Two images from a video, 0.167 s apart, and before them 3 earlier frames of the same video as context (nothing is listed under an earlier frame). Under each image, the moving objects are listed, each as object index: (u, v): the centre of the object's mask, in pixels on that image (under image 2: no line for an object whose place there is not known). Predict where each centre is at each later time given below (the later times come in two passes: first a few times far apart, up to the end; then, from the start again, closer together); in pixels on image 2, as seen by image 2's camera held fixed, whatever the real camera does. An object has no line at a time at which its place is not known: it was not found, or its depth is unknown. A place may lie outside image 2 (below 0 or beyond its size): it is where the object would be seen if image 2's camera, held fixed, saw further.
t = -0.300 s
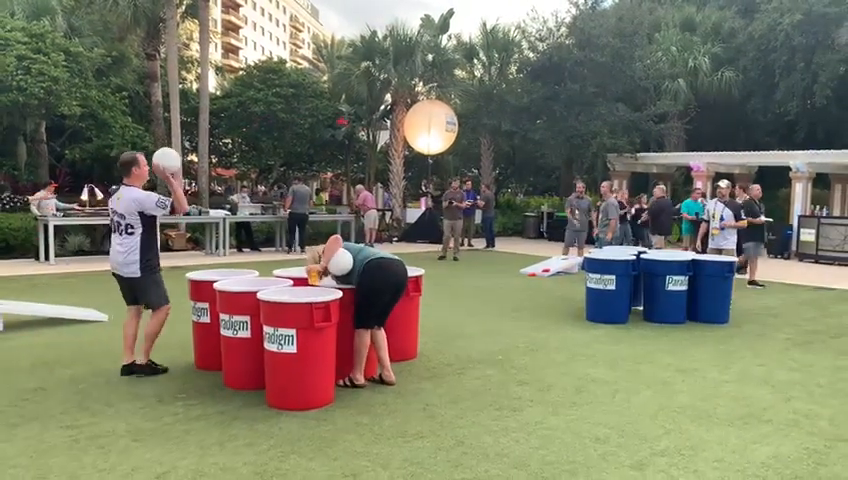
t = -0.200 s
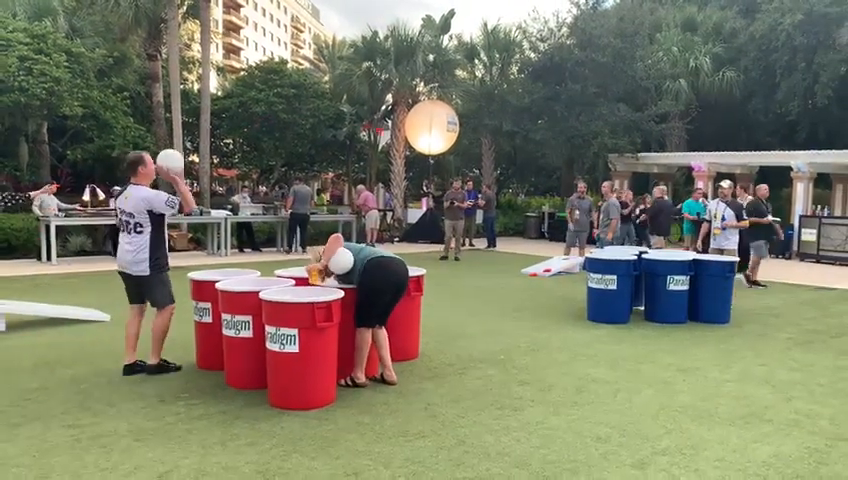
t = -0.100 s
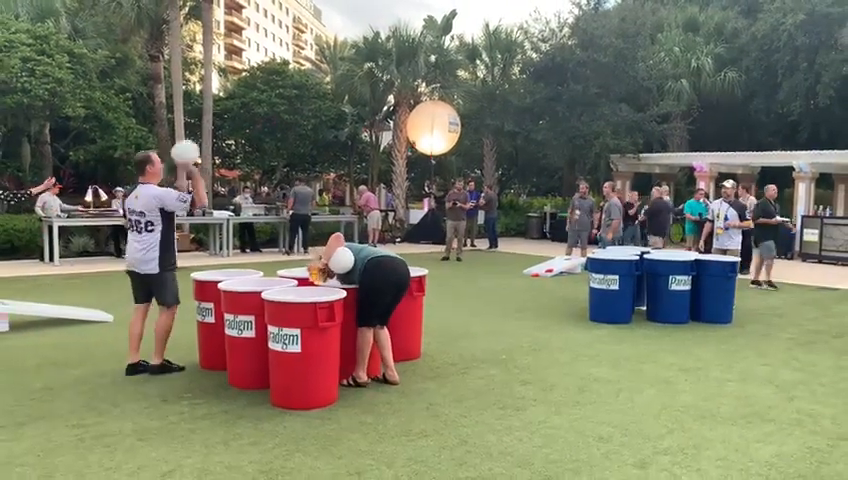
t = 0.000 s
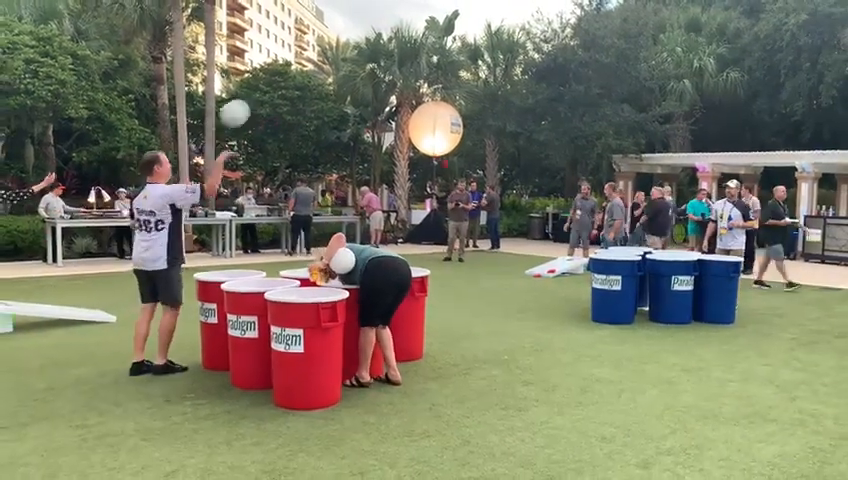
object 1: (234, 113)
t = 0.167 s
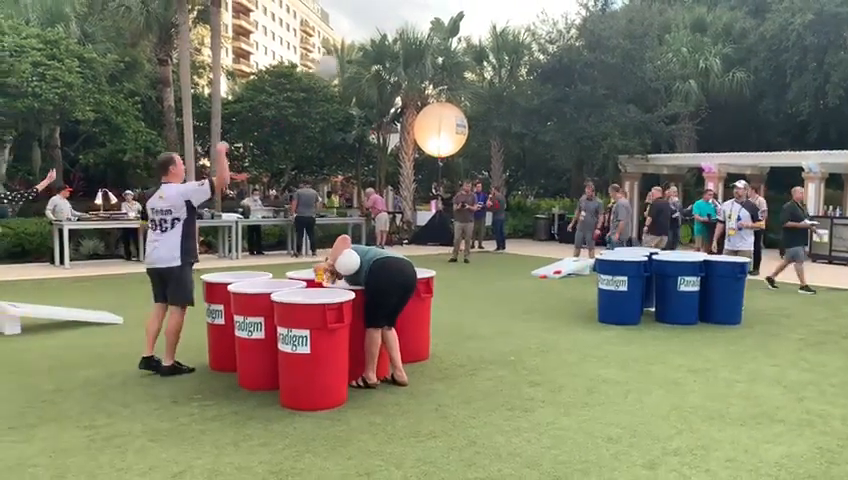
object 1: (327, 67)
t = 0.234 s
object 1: (358, 57)
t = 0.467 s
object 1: (451, 60)
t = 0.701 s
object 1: (531, 111)
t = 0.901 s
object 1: (588, 183)
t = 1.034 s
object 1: (621, 241)
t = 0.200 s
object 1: (342, 61)
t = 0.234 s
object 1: (358, 57)
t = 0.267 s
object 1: (372, 55)
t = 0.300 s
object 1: (385, 53)
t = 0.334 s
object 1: (399, 52)
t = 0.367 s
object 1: (413, 52)
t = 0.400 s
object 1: (427, 53)
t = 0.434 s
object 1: (439, 56)
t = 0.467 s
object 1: (451, 60)
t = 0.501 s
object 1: (463, 64)
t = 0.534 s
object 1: (475, 70)
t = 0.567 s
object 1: (488, 77)
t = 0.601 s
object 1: (498, 84)
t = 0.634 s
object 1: (510, 93)
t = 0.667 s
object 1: (520, 101)
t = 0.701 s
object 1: (531, 111)
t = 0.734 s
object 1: (541, 121)
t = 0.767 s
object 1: (551, 132)
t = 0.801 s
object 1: (560, 144)
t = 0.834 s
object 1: (569, 157)
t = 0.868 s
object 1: (579, 170)
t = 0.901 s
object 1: (588, 183)
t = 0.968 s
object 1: (605, 213)
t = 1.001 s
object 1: (614, 228)
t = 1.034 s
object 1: (621, 241)
